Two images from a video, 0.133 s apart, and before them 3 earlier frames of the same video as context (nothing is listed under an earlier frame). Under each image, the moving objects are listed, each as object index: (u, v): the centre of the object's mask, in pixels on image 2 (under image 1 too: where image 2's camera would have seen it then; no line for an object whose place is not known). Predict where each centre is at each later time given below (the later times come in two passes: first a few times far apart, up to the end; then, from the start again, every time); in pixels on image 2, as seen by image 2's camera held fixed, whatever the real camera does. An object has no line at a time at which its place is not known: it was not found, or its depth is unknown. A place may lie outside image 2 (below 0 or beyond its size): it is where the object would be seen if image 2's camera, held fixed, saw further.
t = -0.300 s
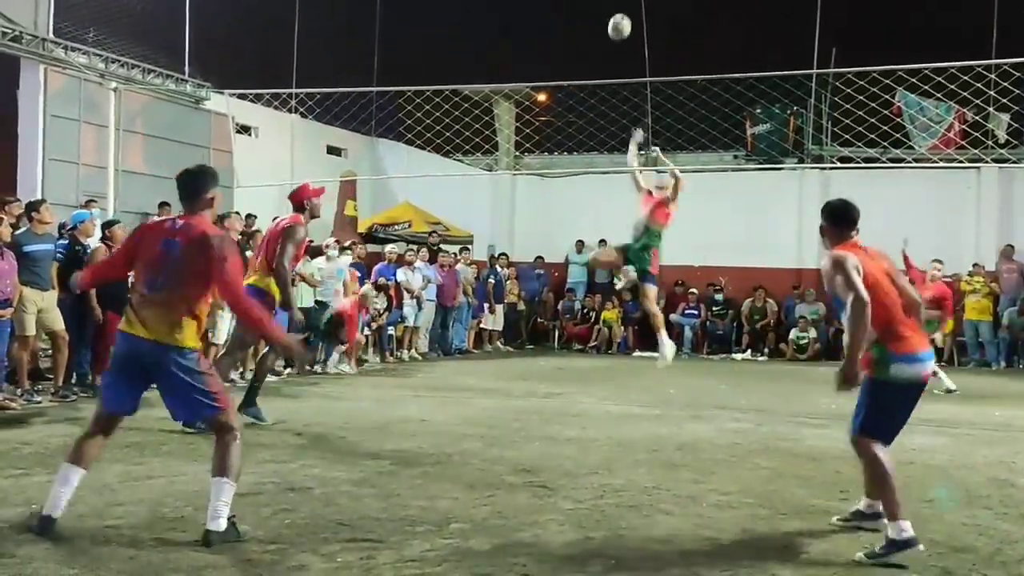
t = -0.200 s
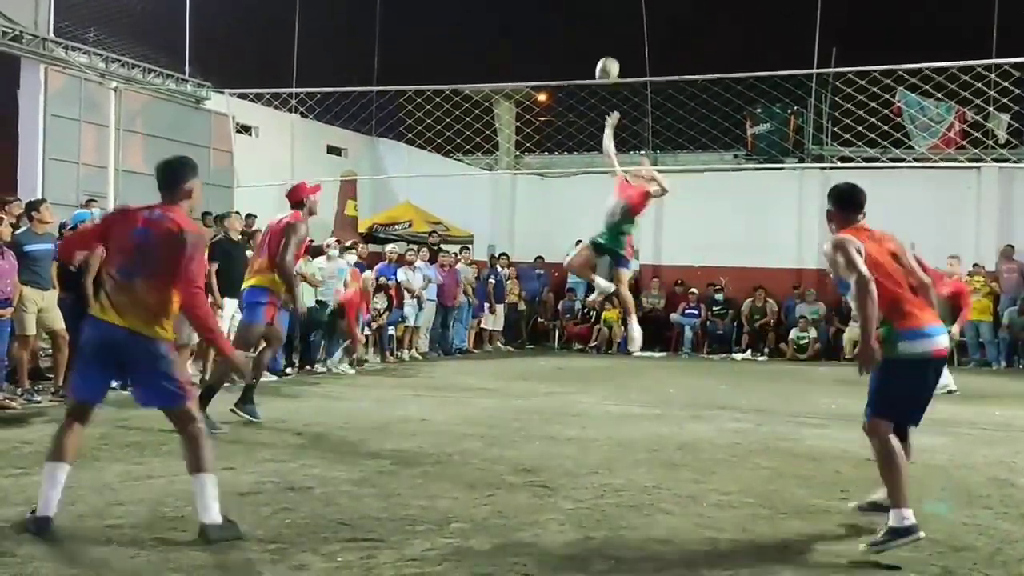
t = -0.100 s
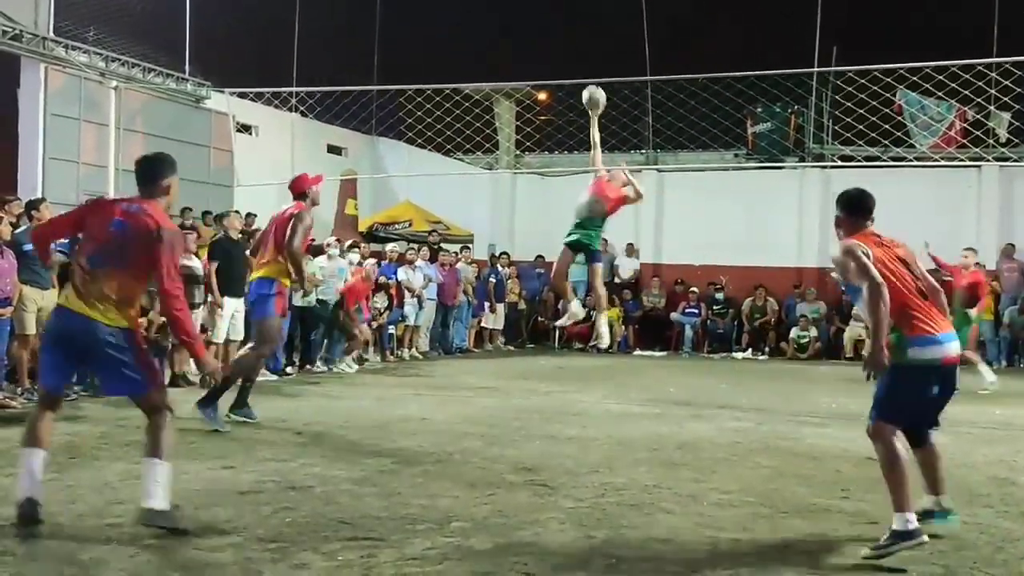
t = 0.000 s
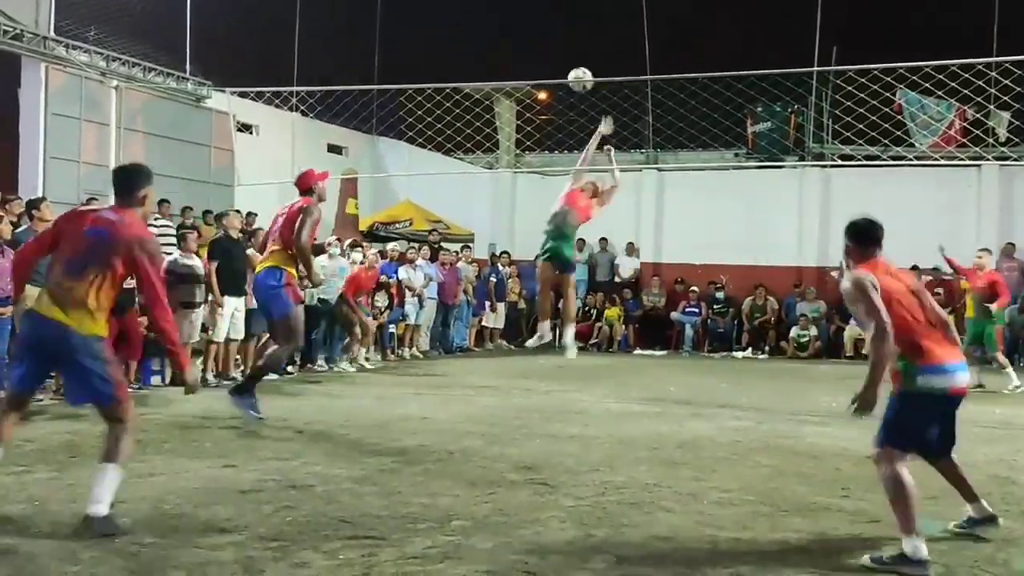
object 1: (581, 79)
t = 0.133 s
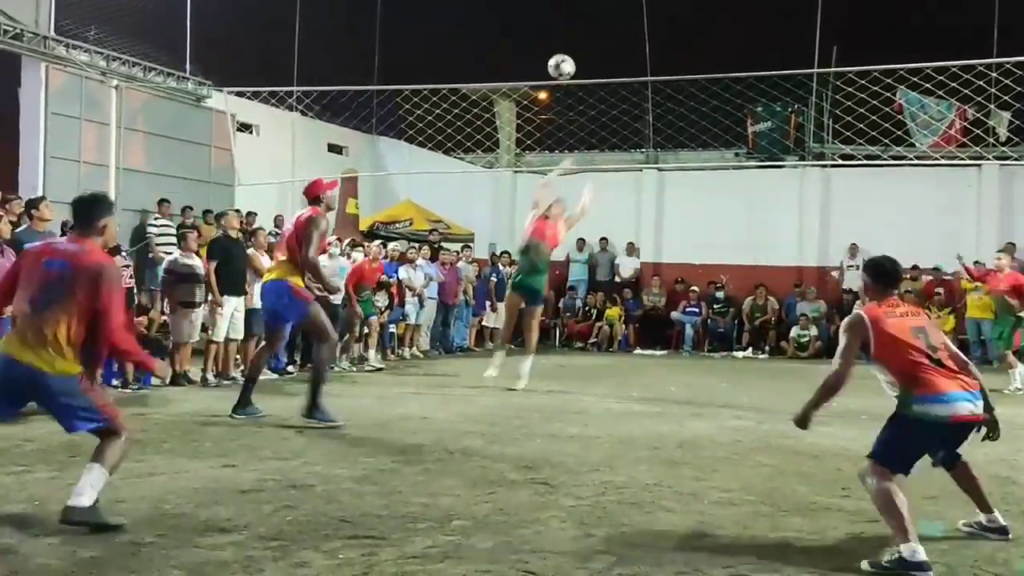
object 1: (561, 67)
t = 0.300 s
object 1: (535, 75)
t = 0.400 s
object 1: (520, 94)
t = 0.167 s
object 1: (556, 66)
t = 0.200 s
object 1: (551, 66)
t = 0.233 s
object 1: (546, 67)
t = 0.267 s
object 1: (541, 70)
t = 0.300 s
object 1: (535, 75)
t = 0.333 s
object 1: (529, 80)
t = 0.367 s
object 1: (524, 88)
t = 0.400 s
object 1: (520, 94)
